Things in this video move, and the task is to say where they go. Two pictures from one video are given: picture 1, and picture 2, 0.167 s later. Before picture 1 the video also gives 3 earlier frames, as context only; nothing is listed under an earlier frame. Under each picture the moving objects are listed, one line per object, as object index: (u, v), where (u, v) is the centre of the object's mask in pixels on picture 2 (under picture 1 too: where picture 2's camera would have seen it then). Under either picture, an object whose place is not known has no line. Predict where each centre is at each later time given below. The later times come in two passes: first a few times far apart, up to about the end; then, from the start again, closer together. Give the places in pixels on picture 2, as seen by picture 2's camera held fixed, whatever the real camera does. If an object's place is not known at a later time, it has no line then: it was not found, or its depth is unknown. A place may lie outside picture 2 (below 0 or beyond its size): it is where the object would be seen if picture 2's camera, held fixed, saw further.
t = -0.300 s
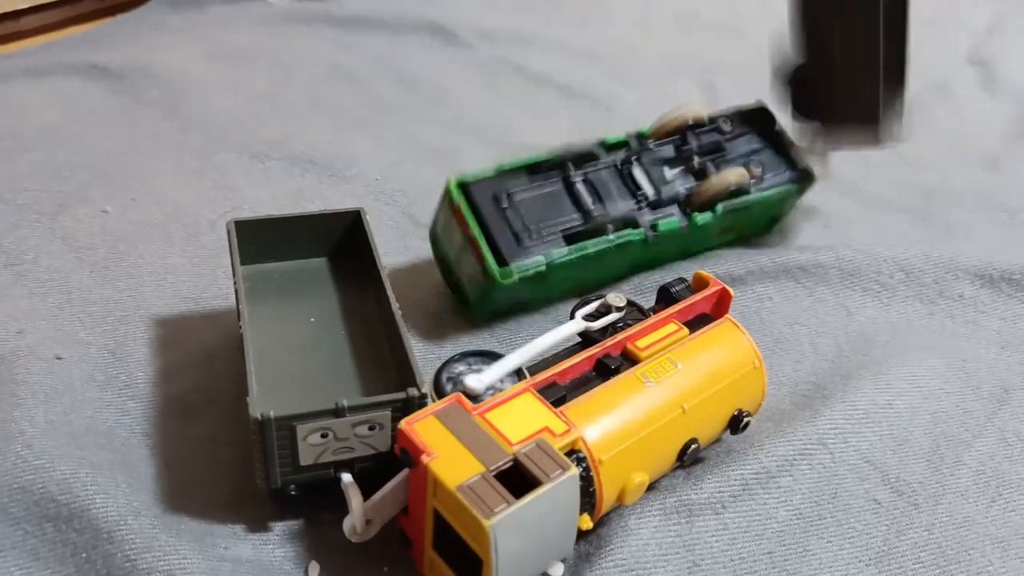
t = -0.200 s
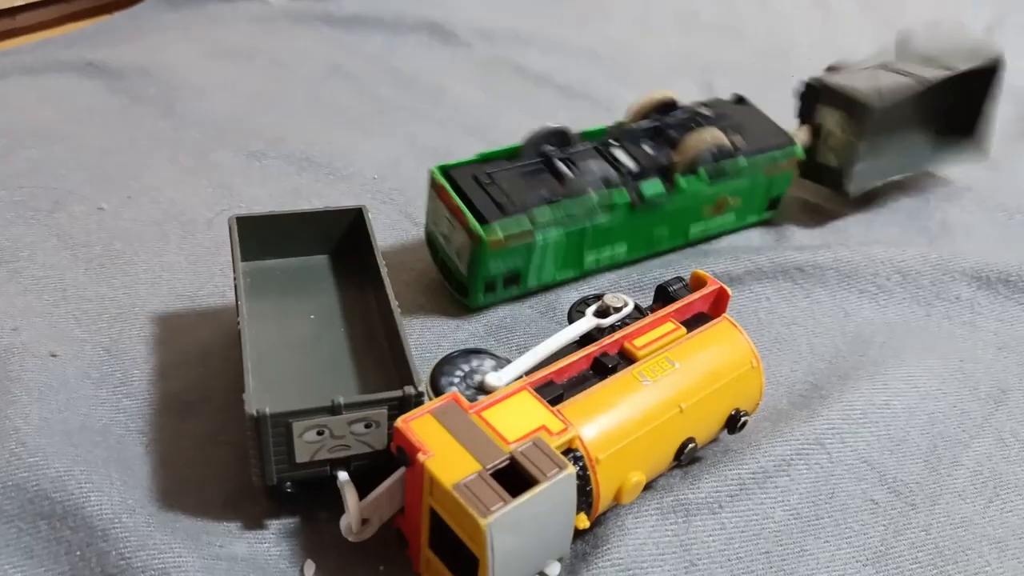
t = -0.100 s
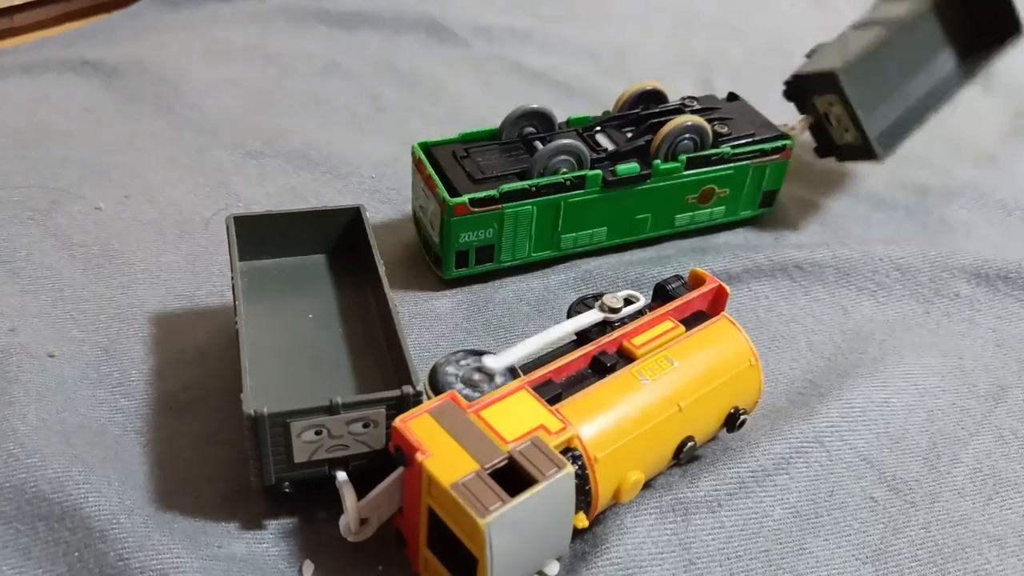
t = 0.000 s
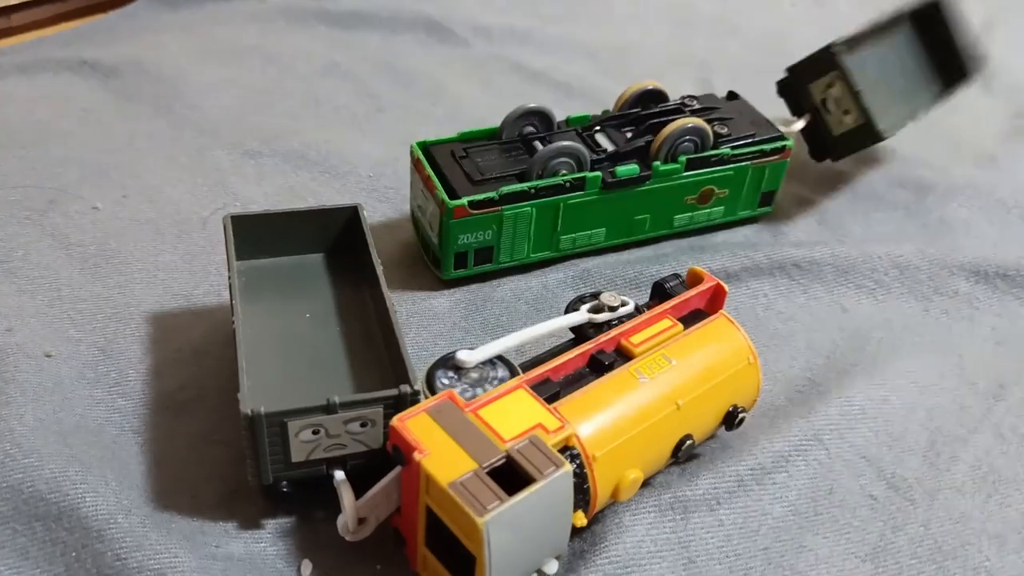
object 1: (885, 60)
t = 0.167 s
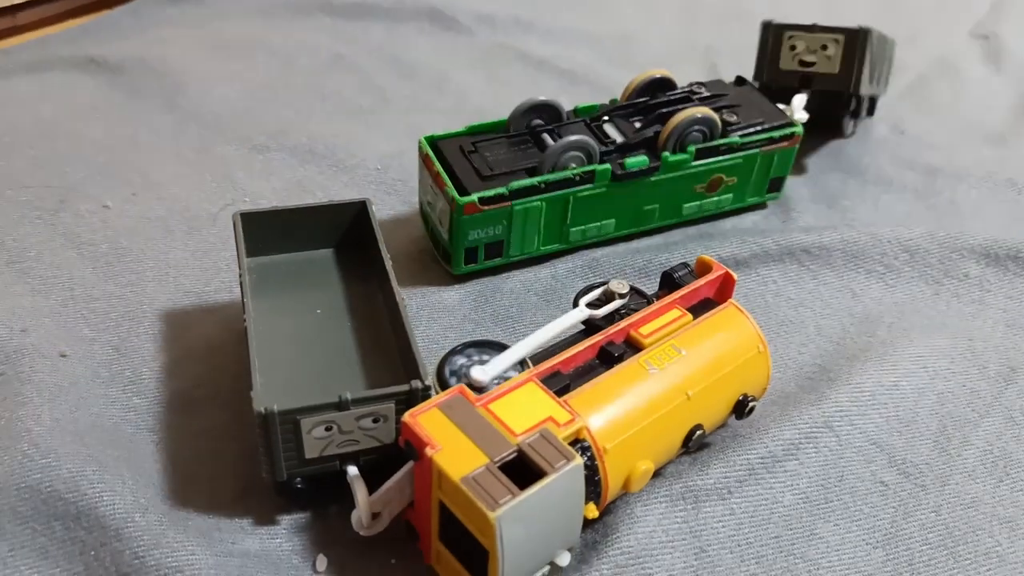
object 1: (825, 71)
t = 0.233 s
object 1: (834, 78)
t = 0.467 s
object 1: (829, 76)
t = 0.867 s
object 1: (830, 75)
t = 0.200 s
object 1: (831, 75)
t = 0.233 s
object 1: (834, 78)
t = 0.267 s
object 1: (833, 76)
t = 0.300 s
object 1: (831, 76)
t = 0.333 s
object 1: (829, 76)
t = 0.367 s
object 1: (829, 76)
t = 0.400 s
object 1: (829, 77)
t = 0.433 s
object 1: (829, 76)
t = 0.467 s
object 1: (829, 76)
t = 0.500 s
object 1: (829, 76)
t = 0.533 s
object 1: (829, 75)
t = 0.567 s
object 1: (829, 75)
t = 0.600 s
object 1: (829, 75)
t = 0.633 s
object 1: (829, 75)
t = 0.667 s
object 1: (829, 75)
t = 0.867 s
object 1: (830, 75)
